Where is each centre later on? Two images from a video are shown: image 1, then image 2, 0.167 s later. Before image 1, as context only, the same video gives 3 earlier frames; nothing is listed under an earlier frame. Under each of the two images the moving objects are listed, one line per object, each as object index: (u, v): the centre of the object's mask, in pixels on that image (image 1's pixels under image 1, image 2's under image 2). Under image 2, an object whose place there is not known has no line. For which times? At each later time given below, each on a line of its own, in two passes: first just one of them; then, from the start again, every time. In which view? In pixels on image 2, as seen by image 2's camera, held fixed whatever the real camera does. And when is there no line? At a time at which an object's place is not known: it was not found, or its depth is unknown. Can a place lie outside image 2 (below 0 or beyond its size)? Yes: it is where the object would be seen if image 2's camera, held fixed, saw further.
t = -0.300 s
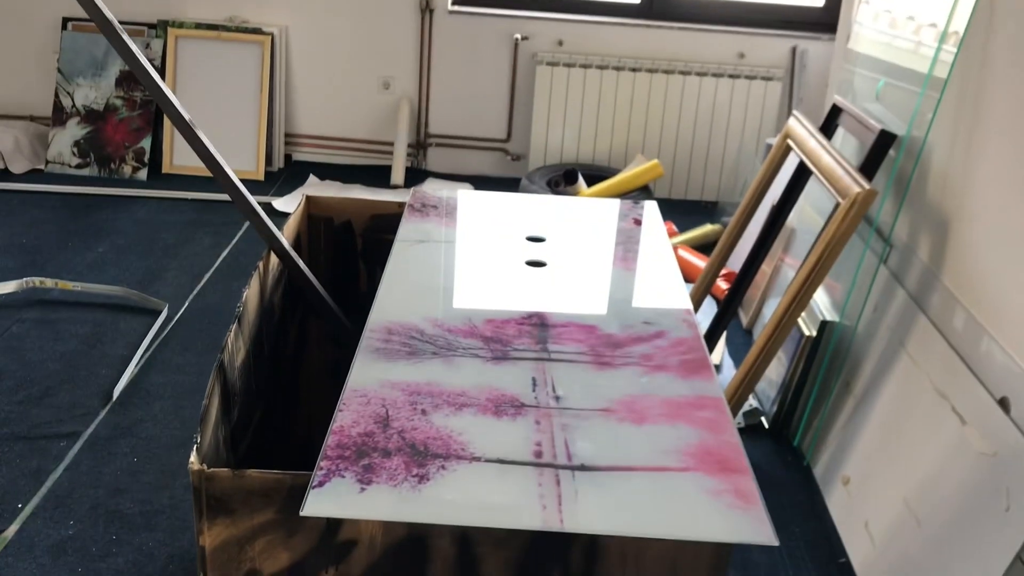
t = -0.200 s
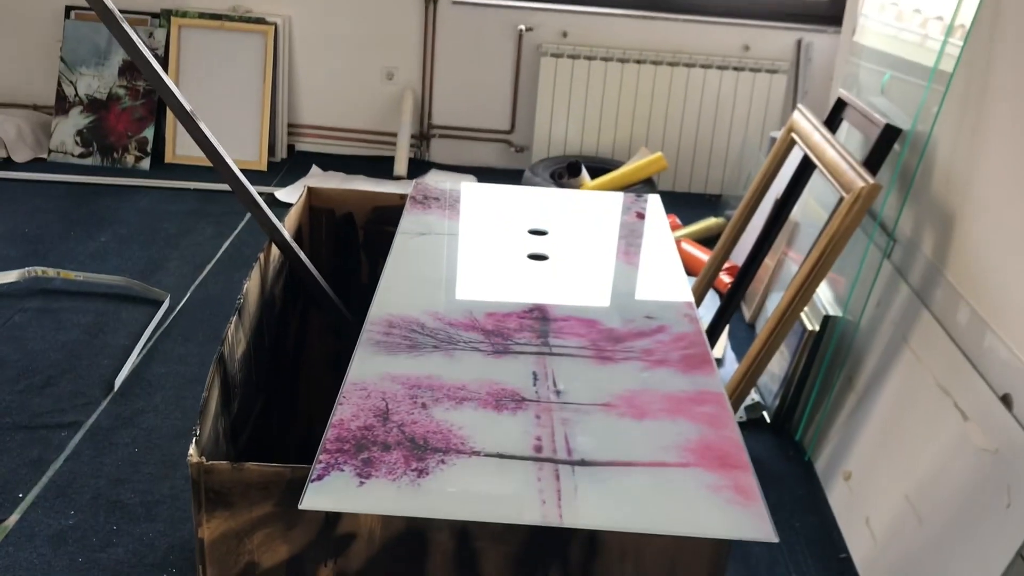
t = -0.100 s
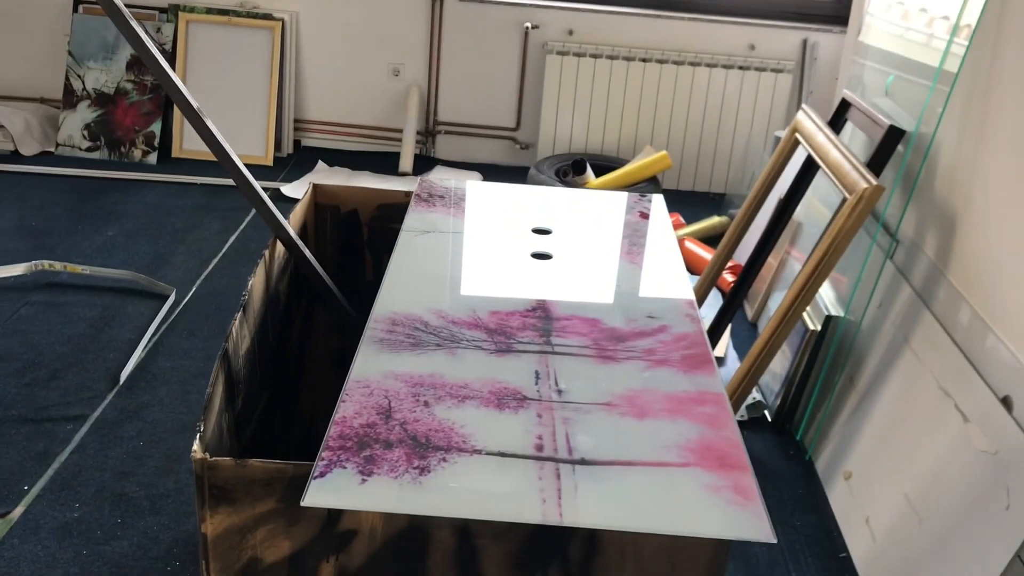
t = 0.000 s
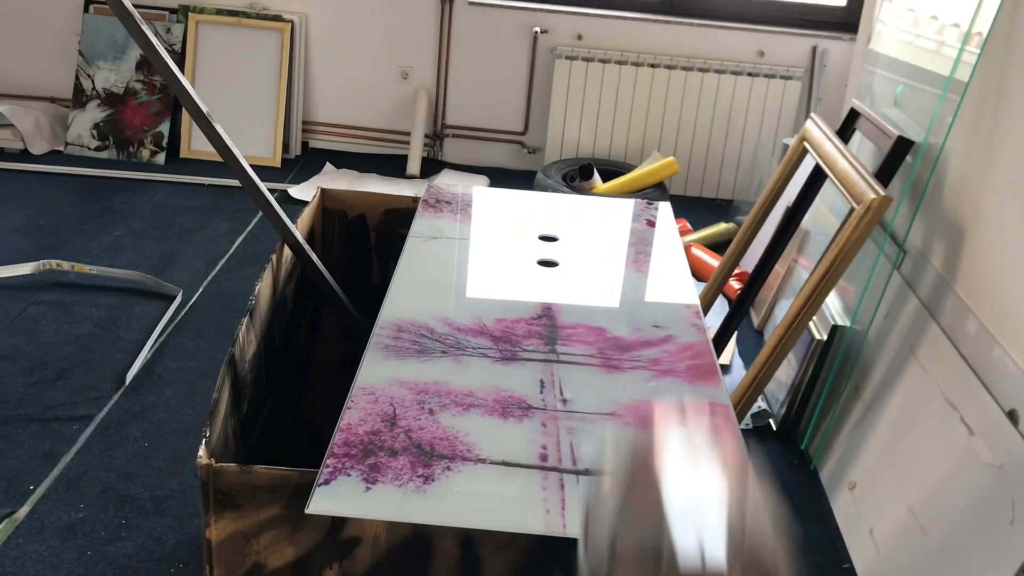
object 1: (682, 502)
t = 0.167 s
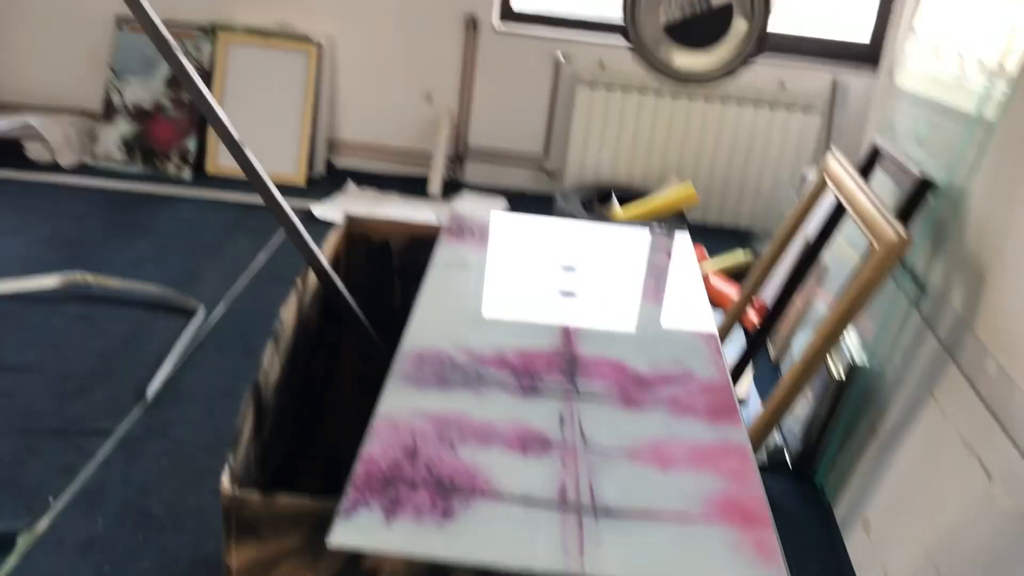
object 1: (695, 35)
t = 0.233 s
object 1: (677, 7)
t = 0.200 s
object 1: (686, 18)
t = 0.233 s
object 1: (677, 7)
